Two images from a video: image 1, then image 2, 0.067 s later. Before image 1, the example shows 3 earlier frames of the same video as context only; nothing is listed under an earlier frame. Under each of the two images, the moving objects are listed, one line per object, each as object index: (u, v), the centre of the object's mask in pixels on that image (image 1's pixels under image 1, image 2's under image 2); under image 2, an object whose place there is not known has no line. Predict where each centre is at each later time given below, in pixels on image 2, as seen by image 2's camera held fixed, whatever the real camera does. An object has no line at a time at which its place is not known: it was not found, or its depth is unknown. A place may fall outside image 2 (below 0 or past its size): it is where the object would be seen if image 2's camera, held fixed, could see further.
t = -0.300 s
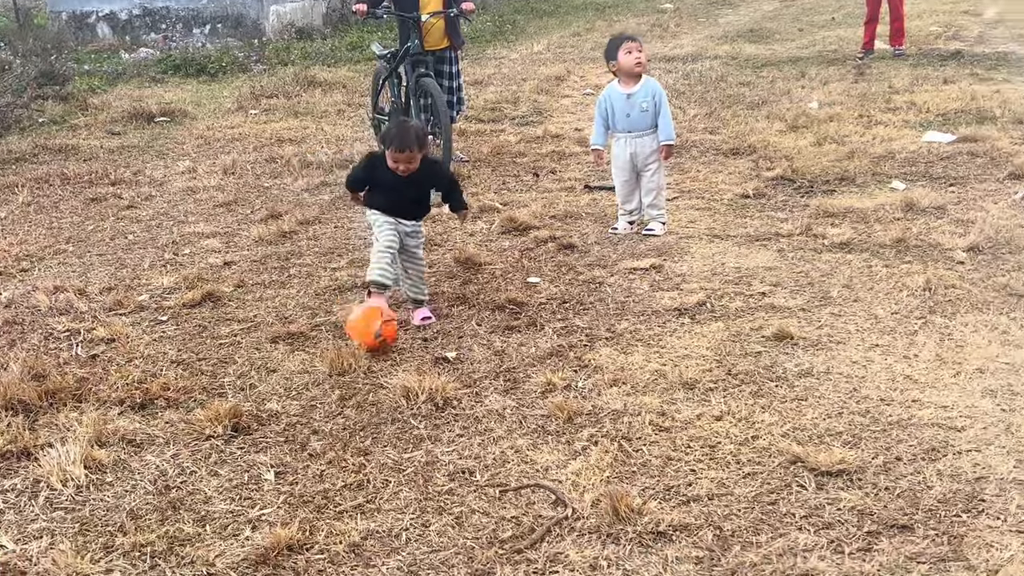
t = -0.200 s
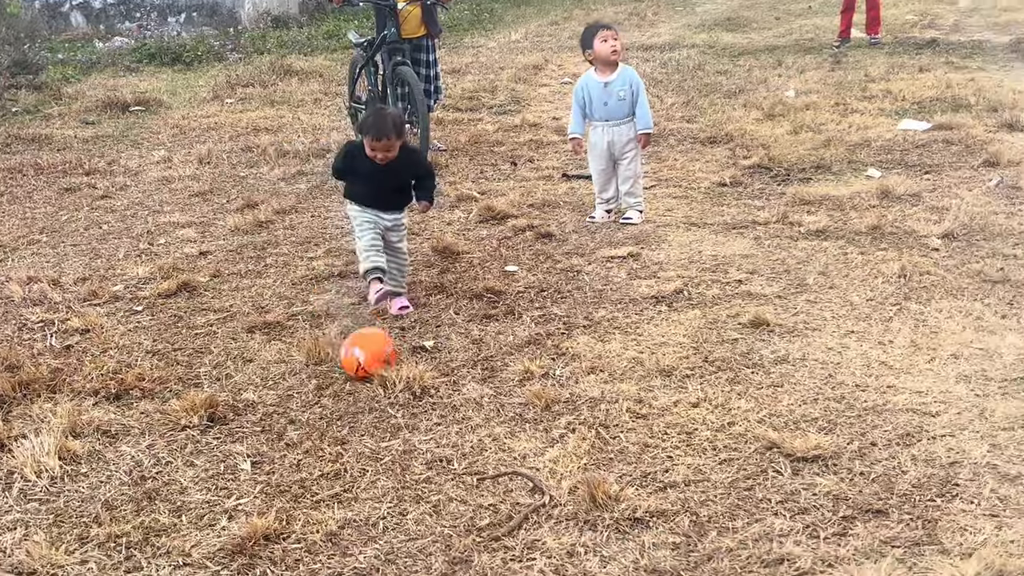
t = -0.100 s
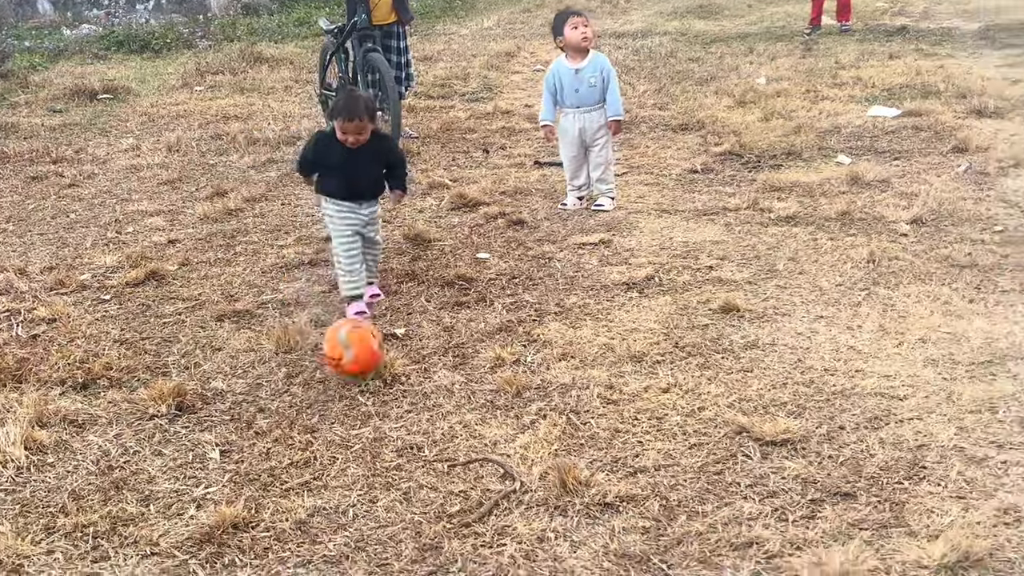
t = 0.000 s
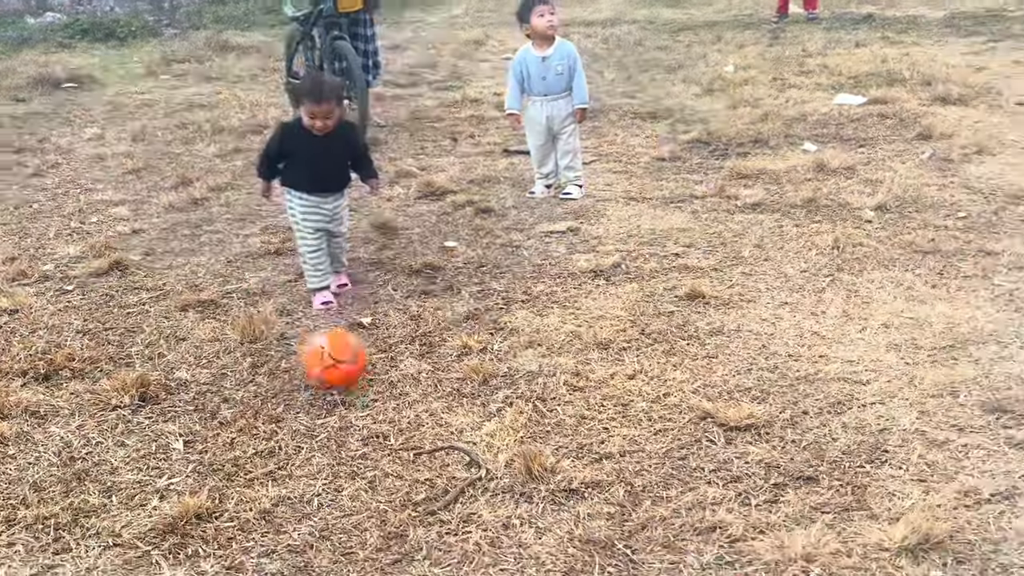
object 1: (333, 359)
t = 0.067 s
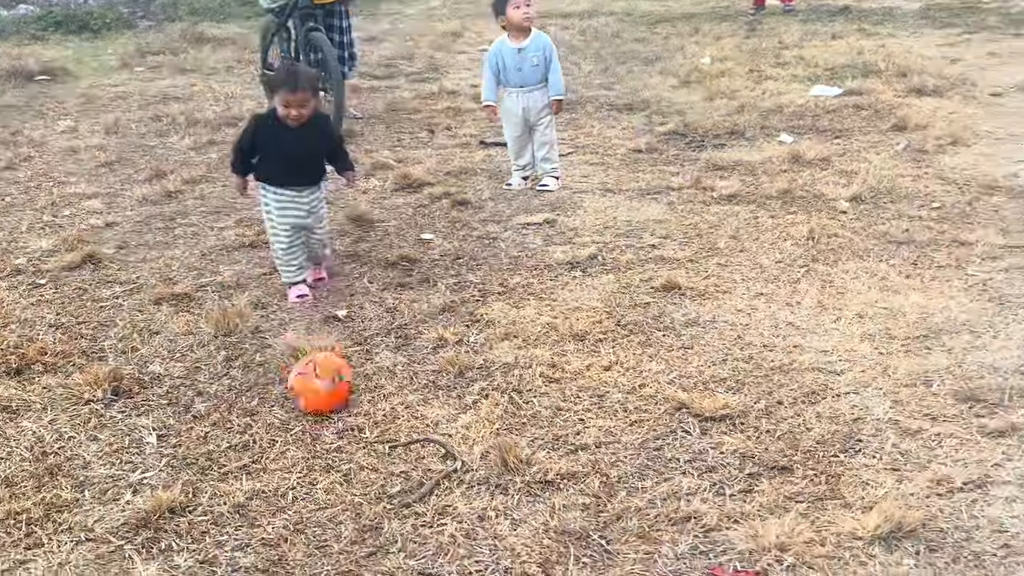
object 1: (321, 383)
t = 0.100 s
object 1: (326, 385)
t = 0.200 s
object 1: (349, 406)
